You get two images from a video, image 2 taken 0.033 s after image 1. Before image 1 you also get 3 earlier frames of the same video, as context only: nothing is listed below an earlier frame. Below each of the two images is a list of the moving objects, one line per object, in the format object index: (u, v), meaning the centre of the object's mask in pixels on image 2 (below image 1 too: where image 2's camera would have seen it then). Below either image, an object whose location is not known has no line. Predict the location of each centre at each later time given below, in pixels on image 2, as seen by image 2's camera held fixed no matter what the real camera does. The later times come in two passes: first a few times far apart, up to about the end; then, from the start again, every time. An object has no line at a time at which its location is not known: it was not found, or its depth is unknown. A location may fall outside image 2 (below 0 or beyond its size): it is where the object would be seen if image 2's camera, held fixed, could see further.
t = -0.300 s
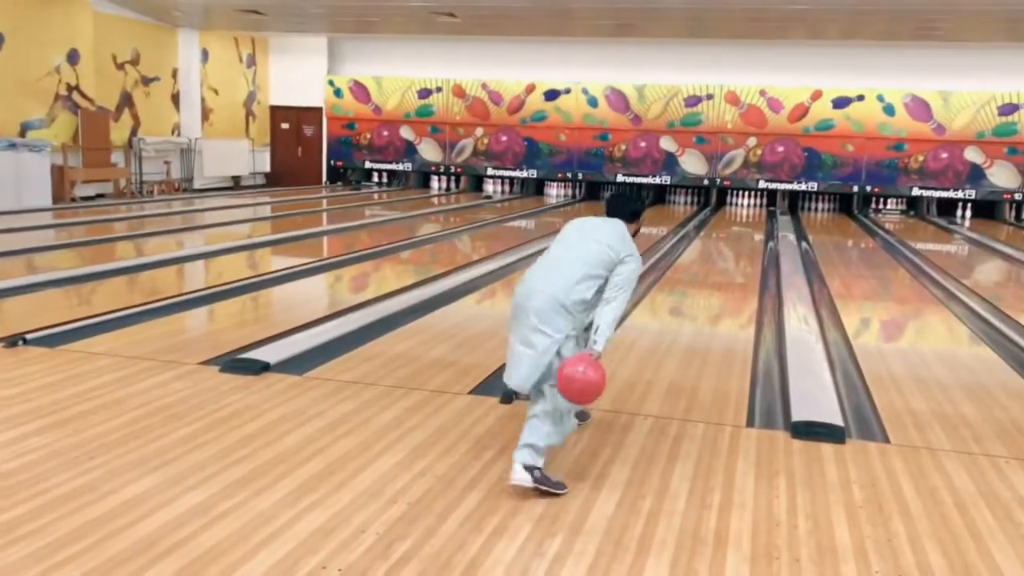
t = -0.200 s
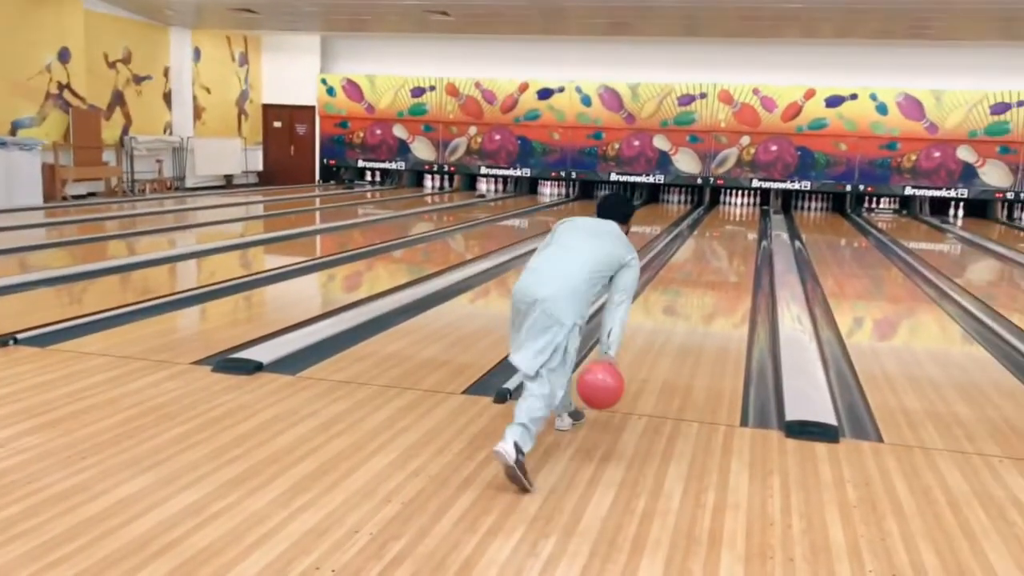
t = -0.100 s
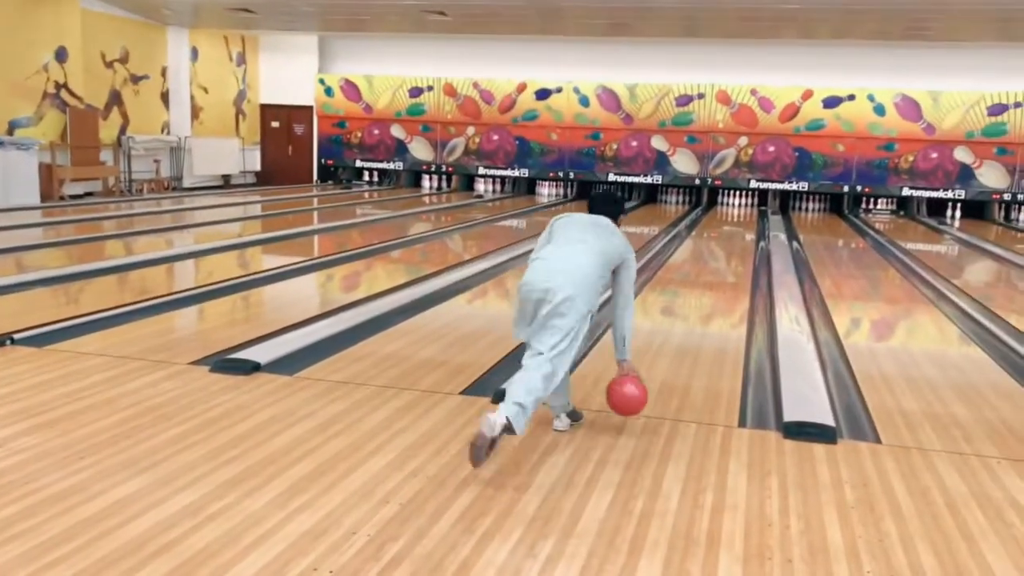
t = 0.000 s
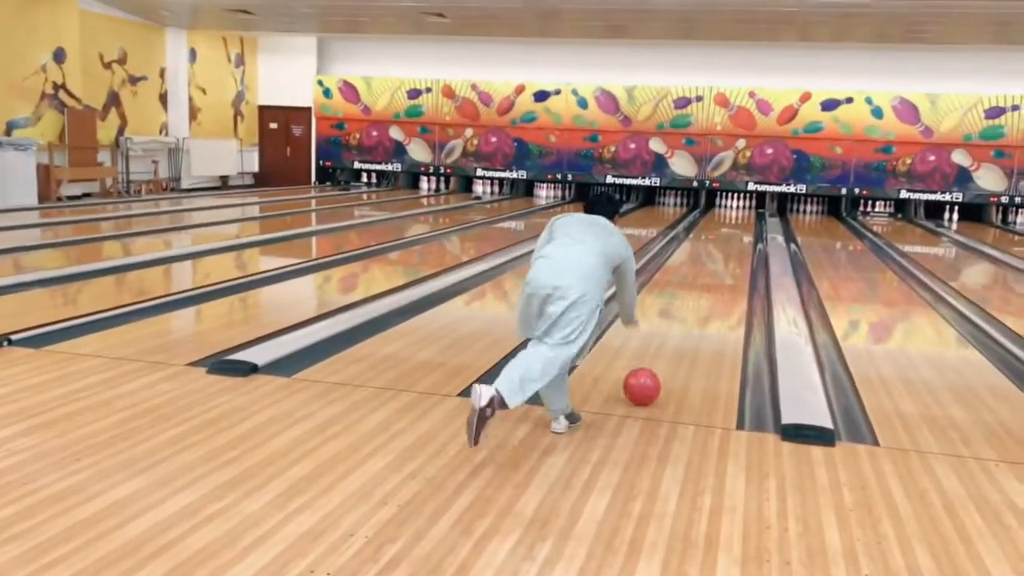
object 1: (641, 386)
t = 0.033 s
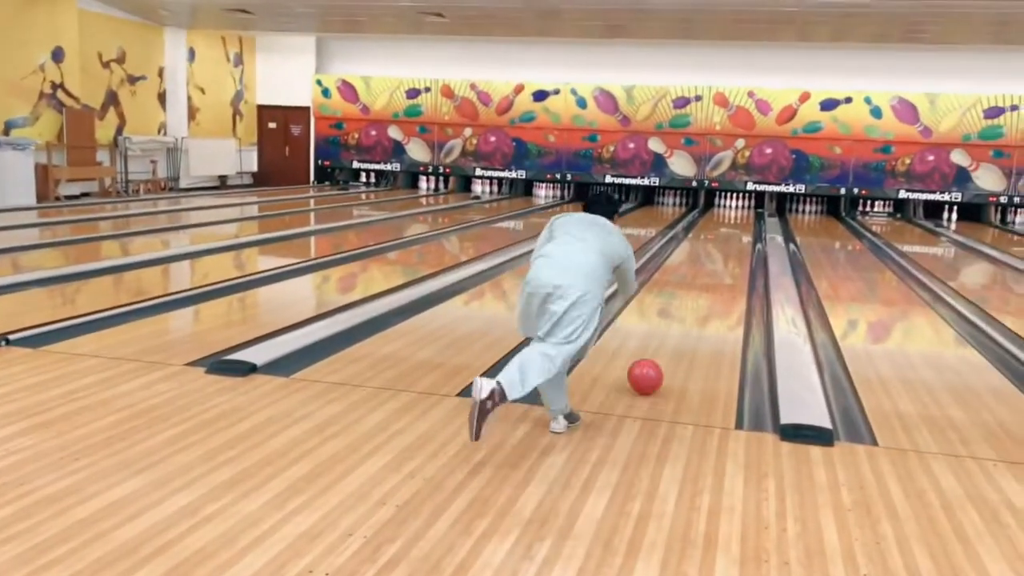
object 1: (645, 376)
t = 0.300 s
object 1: (671, 323)
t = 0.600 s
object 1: (688, 287)
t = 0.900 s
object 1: (699, 264)
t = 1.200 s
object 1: (708, 247)
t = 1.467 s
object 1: (713, 236)
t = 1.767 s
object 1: (717, 227)
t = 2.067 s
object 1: (719, 220)
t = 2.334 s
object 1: (721, 214)
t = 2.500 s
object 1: (721, 211)
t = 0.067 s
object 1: (649, 367)
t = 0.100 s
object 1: (653, 360)
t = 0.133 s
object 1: (657, 353)
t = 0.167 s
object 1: (660, 346)
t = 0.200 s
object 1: (664, 340)
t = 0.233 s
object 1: (666, 334)
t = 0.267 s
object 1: (669, 328)
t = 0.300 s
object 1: (671, 323)
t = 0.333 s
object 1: (674, 318)
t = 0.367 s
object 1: (676, 313)
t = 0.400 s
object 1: (677, 309)
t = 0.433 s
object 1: (680, 305)
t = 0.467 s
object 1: (682, 301)
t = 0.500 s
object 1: (683, 297)
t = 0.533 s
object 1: (685, 294)
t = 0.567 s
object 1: (686, 290)
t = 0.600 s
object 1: (688, 287)
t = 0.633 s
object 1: (690, 284)
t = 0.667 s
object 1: (691, 282)
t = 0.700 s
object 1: (692, 278)
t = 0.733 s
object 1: (694, 276)
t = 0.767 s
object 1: (695, 273)
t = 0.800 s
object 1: (696, 270)
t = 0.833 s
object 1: (697, 268)
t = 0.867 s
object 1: (698, 266)
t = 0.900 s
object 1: (699, 264)
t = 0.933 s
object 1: (700, 262)
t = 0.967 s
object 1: (701, 259)
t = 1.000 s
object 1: (702, 258)
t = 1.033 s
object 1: (703, 257)
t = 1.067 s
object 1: (704, 254)
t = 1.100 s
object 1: (704, 252)
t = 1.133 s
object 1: (706, 251)
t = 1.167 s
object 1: (707, 248)
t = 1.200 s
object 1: (708, 247)
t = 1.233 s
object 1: (708, 245)
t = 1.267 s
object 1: (708, 244)
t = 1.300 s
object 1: (709, 242)
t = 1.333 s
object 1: (710, 241)
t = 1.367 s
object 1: (710, 240)
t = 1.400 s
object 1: (711, 238)
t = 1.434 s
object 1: (712, 236)
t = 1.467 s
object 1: (713, 236)
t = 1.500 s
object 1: (714, 234)
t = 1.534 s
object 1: (715, 233)
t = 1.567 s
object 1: (715, 231)
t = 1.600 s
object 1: (715, 231)
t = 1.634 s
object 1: (715, 230)
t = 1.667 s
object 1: (715, 230)
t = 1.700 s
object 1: (716, 229)
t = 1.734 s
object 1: (716, 229)
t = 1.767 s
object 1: (717, 227)
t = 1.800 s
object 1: (718, 225)
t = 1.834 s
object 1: (719, 222)
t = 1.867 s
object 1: (718, 222)
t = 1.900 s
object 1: (718, 222)
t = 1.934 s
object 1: (718, 221)
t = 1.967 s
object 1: (718, 220)
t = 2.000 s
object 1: (718, 220)
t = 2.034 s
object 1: (719, 220)
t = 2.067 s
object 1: (719, 220)
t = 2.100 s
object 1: (720, 219)
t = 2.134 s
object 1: (721, 217)
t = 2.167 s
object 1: (720, 216)
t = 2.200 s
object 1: (720, 215)
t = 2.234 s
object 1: (721, 216)
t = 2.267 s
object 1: (721, 215)
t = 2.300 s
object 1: (721, 215)
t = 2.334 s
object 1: (721, 214)
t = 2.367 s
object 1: (721, 214)
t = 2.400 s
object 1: (721, 214)
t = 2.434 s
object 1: (721, 214)
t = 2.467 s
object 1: (721, 213)
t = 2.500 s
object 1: (721, 211)
